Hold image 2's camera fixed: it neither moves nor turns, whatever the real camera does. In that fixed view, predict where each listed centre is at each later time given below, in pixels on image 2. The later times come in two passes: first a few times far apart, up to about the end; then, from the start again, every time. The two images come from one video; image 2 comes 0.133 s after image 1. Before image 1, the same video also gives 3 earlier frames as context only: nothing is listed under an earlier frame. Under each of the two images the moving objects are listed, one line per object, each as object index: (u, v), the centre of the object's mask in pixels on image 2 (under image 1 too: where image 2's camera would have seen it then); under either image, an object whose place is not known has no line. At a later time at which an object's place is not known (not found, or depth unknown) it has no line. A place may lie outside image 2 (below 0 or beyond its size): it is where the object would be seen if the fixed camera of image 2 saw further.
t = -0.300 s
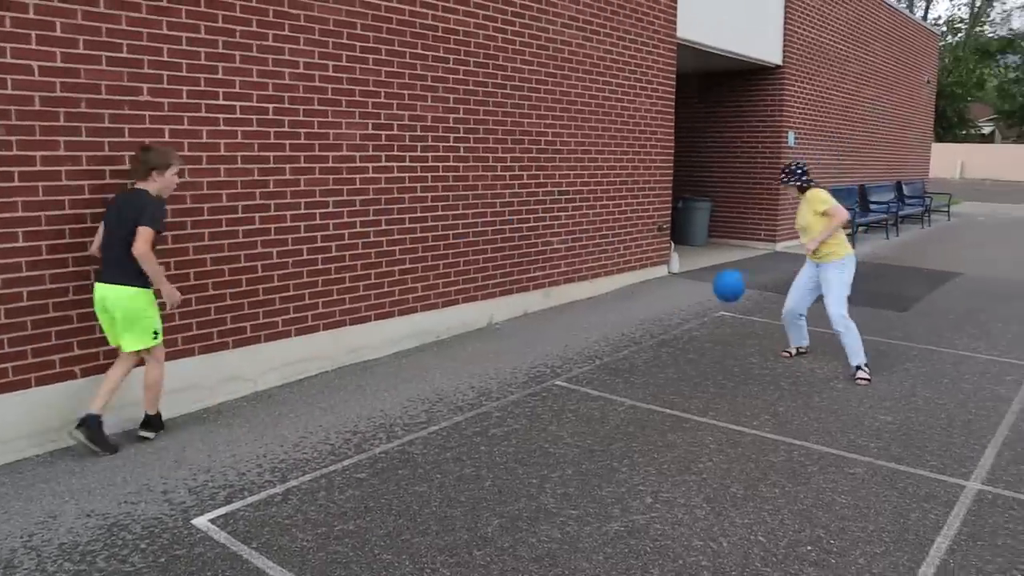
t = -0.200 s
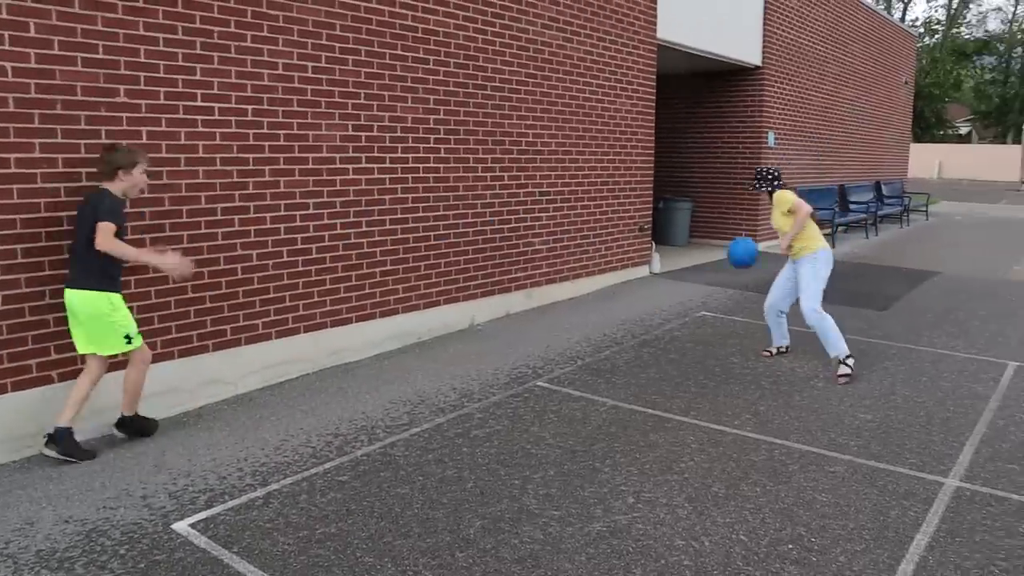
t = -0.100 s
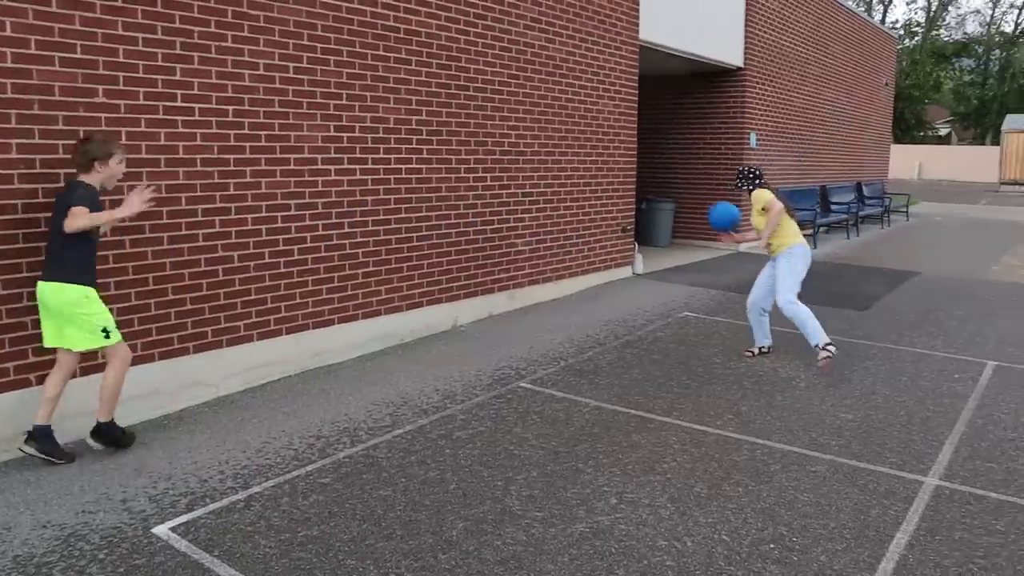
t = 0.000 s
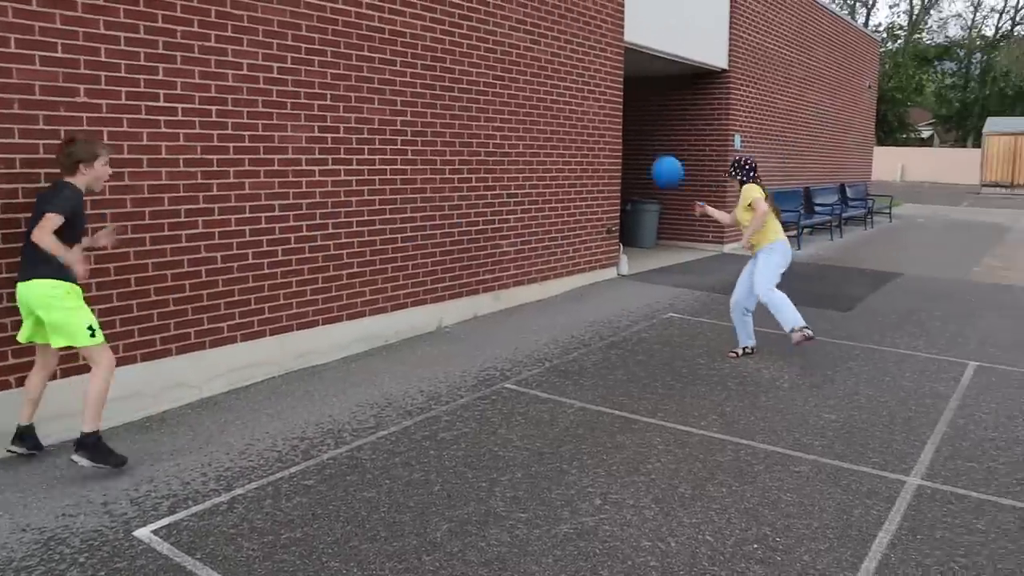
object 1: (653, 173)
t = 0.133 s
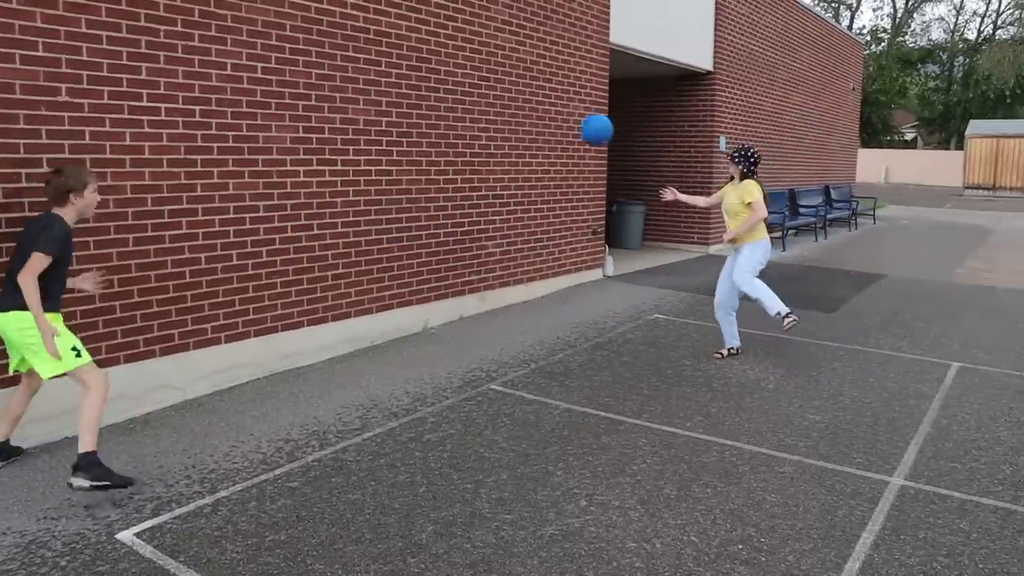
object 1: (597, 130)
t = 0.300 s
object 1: (524, 107)
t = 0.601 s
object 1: (388, 159)
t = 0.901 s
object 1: (399, 327)
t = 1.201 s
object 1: (442, 248)
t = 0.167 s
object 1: (581, 122)
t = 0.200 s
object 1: (567, 116)
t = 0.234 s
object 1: (552, 111)
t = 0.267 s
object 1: (538, 108)
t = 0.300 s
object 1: (524, 107)
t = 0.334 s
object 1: (509, 107)
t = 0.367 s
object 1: (494, 109)
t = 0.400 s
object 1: (479, 111)
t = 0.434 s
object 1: (463, 116)
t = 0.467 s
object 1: (448, 122)
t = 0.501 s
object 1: (433, 129)
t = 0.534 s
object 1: (418, 137)
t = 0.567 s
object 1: (403, 148)
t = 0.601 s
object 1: (388, 159)
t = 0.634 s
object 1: (377, 172)
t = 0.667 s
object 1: (380, 185)
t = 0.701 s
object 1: (383, 199)
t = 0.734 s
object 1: (385, 216)
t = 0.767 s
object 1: (388, 235)
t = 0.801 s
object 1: (390, 255)
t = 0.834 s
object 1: (393, 276)
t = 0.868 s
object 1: (396, 300)
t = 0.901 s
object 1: (399, 327)
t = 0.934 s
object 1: (403, 356)
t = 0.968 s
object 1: (407, 358)
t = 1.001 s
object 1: (411, 339)
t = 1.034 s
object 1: (415, 322)
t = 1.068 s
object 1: (420, 304)
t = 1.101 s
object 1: (425, 288)
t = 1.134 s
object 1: (431, 274)
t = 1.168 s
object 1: (436, 260)
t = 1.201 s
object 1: (442, 248)
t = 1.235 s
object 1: (447, 238)
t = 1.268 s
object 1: (454, 228)
